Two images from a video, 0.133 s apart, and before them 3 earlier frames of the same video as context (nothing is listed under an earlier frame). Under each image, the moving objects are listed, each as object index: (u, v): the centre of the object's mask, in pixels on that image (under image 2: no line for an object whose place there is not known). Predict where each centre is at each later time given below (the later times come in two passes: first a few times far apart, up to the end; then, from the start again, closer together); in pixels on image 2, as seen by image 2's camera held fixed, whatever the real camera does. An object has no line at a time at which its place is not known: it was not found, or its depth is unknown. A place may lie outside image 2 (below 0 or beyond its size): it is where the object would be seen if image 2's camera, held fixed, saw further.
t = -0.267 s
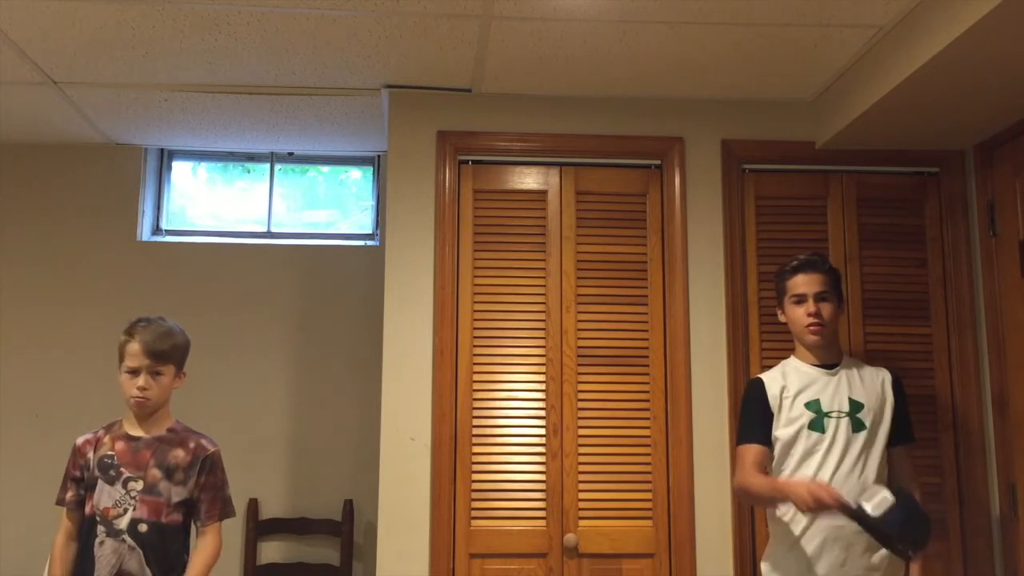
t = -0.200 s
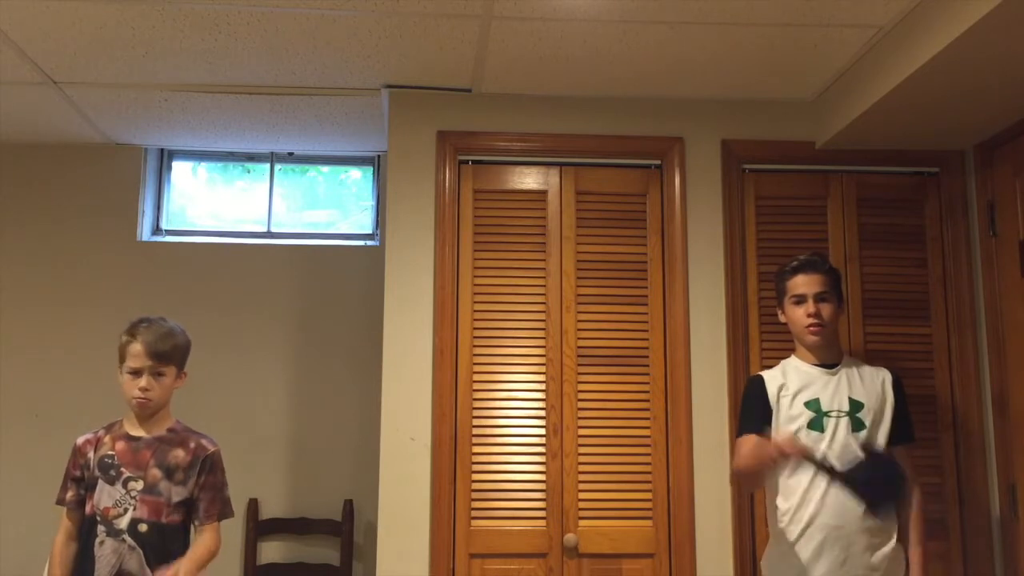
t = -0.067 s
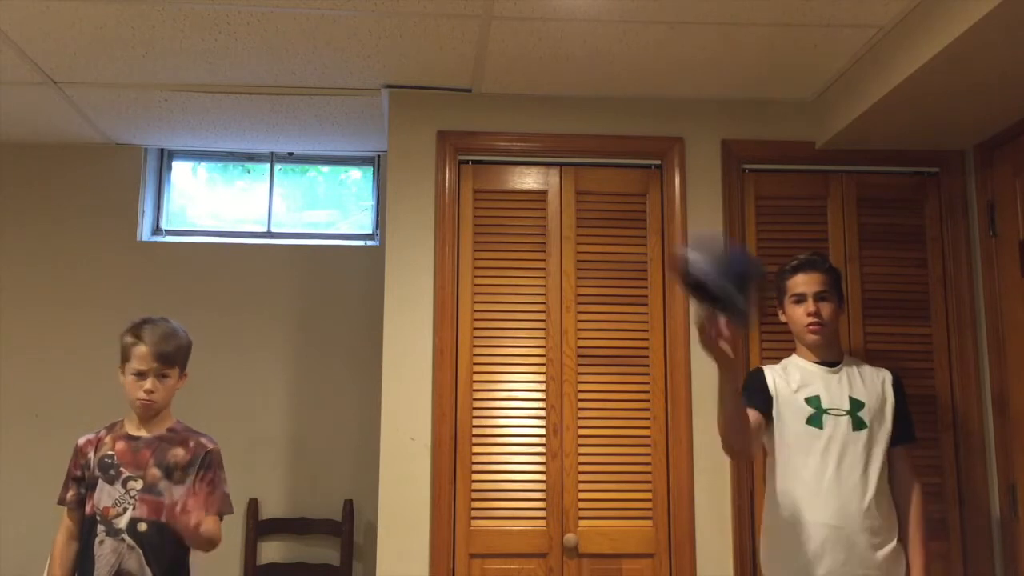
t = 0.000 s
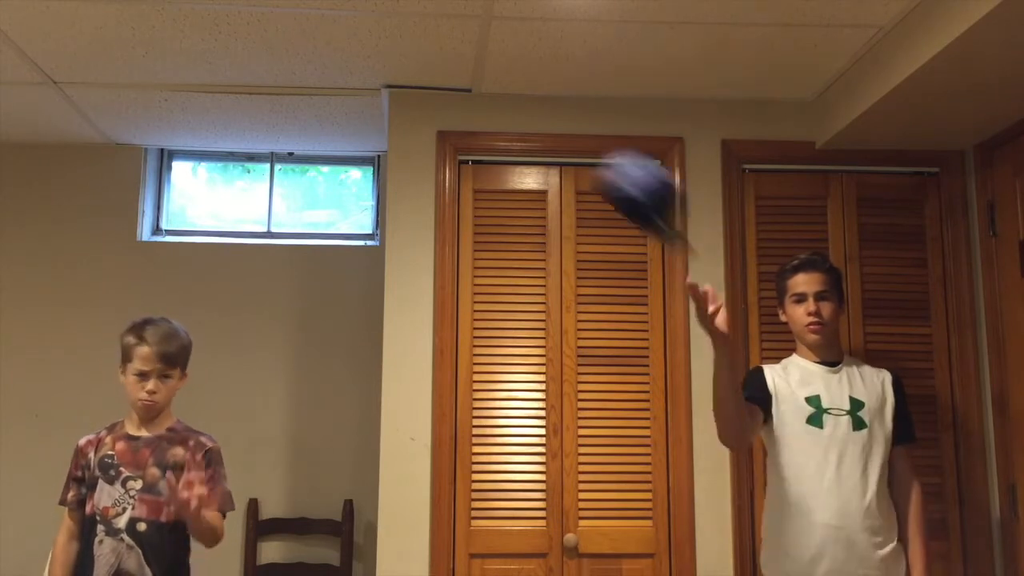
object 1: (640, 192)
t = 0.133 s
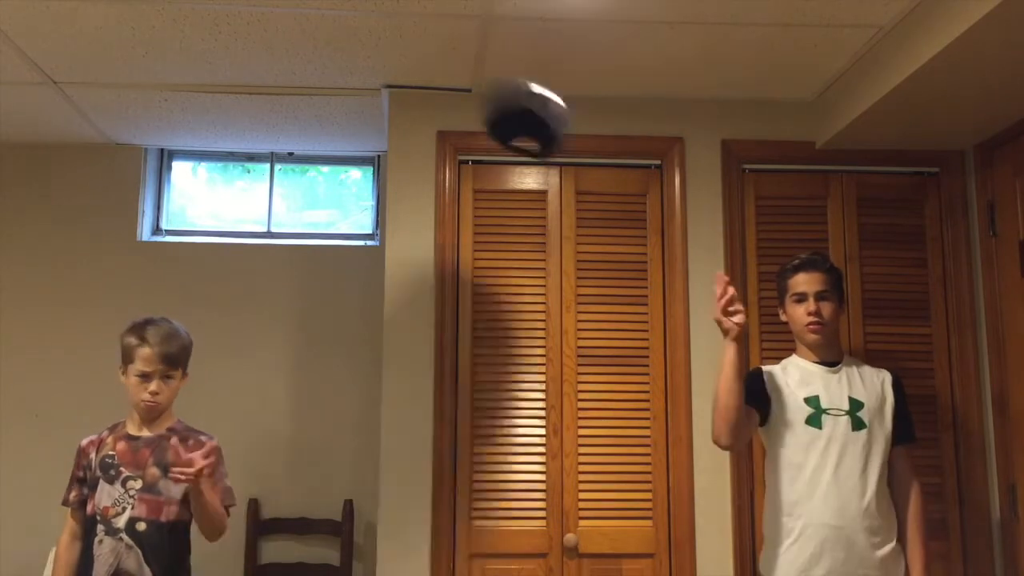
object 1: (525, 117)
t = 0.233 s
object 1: (448, 93)
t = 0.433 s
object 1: (274, 127)
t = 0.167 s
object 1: (498, 105)
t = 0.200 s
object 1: (471, 96)
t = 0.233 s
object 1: (448, 93)
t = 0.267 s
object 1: (423, 89)
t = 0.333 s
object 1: (359, 87)
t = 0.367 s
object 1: (329, 94)
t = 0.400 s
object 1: (296, 104)
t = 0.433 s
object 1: (274, 127)
